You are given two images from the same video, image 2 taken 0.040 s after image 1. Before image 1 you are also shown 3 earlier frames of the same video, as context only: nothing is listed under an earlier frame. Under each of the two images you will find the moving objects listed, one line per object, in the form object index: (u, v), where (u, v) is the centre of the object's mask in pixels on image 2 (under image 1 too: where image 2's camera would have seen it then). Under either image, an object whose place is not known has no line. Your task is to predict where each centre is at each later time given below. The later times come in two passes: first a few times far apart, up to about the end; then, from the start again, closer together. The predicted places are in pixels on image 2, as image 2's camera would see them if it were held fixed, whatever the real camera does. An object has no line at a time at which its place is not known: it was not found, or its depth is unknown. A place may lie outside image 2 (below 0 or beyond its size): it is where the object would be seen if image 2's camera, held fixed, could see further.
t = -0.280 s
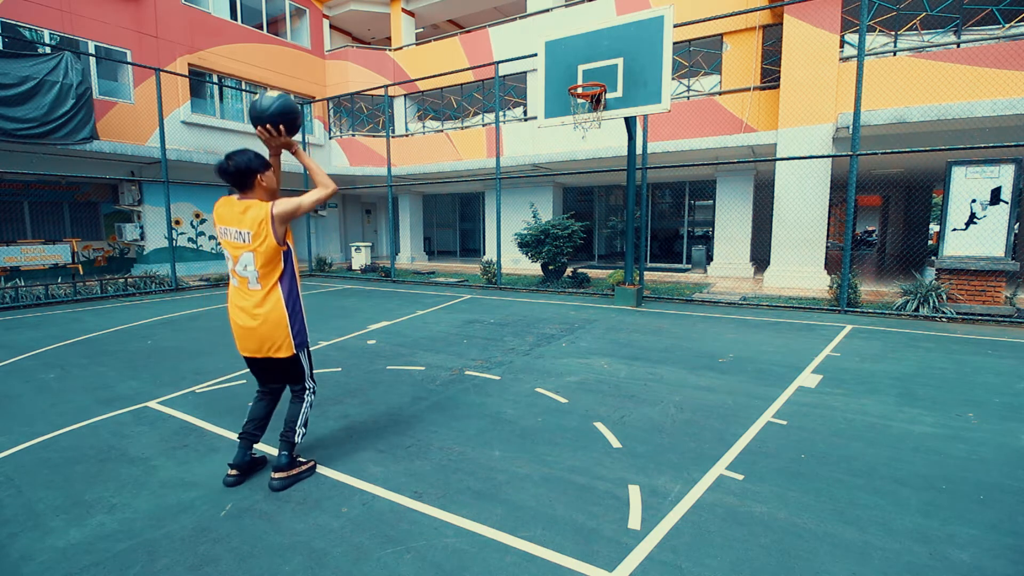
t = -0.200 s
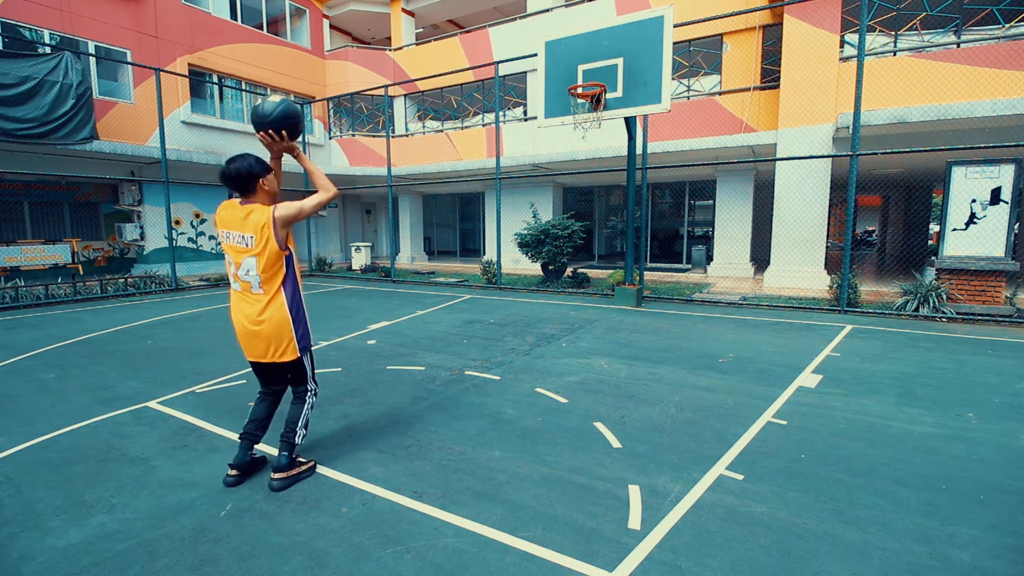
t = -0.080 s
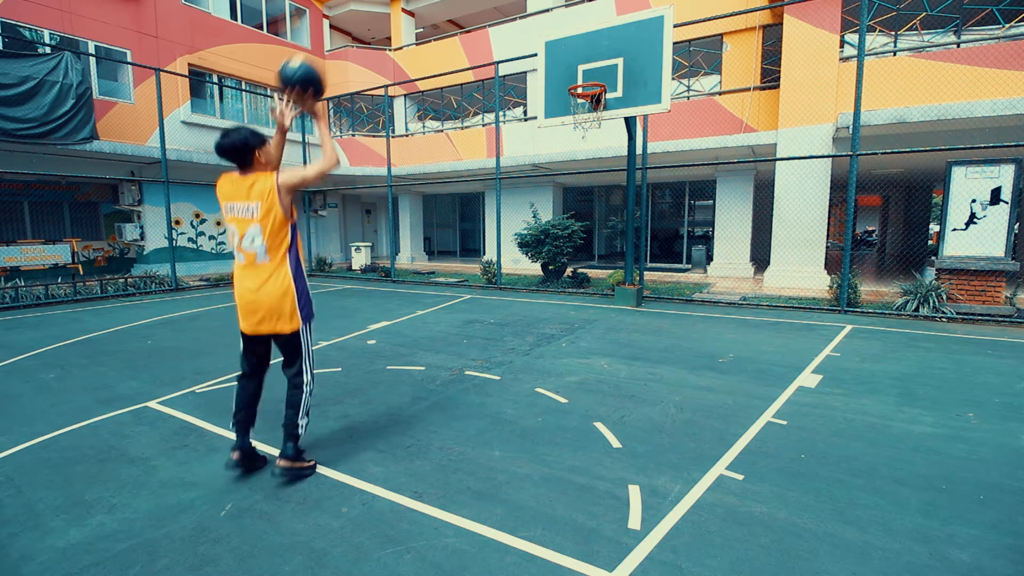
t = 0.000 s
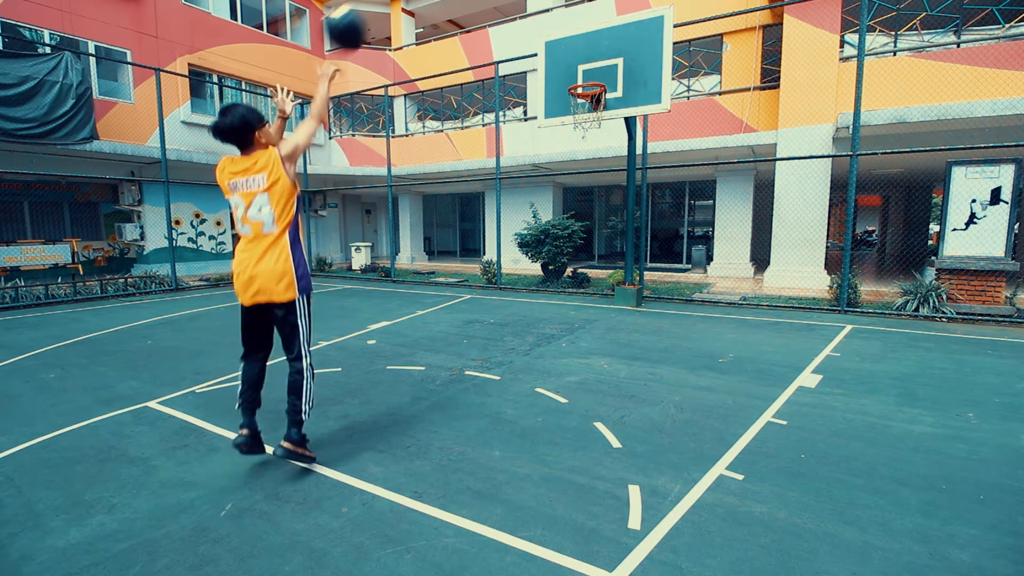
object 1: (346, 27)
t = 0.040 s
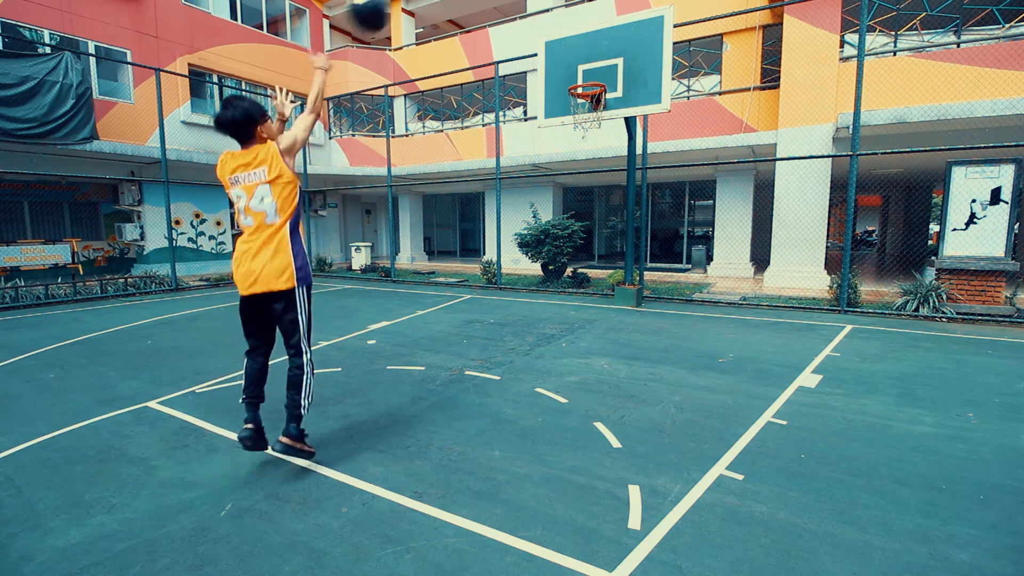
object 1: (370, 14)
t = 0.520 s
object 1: (538, 12)
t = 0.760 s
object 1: (573, 74)
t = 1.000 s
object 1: (534, 43)
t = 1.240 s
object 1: (482, 65)
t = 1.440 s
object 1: (430, 147)
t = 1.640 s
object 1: (367, 304)
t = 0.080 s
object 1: (393, 6)
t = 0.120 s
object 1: (414, 2)
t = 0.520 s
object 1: (538, 12)
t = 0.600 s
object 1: (554, 33)
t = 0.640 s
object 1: (561, 46)
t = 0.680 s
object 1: (567, 58)
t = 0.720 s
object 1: (573, 71)
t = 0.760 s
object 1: (573, 74)
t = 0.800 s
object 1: (567, 66)
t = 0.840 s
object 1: (561, 59)
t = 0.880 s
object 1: (555, 53)
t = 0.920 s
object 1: (548, 49)
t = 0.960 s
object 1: (541, 45)
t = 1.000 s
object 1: (534, 43)
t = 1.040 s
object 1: (526, 42)
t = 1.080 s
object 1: (518, 43)
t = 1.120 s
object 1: (510, 45)
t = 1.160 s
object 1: (501, 50)
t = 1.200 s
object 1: (492, 56)
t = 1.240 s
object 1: (482, 65)
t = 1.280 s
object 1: (473, 77)
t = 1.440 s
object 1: (430, 147)
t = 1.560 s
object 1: (394, 229)
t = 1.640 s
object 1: (367, 304)
